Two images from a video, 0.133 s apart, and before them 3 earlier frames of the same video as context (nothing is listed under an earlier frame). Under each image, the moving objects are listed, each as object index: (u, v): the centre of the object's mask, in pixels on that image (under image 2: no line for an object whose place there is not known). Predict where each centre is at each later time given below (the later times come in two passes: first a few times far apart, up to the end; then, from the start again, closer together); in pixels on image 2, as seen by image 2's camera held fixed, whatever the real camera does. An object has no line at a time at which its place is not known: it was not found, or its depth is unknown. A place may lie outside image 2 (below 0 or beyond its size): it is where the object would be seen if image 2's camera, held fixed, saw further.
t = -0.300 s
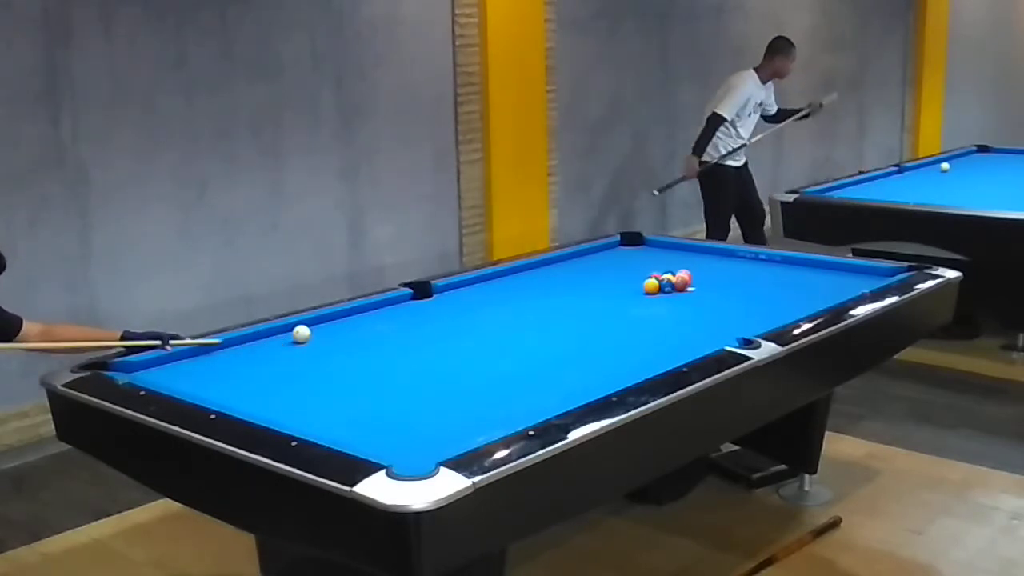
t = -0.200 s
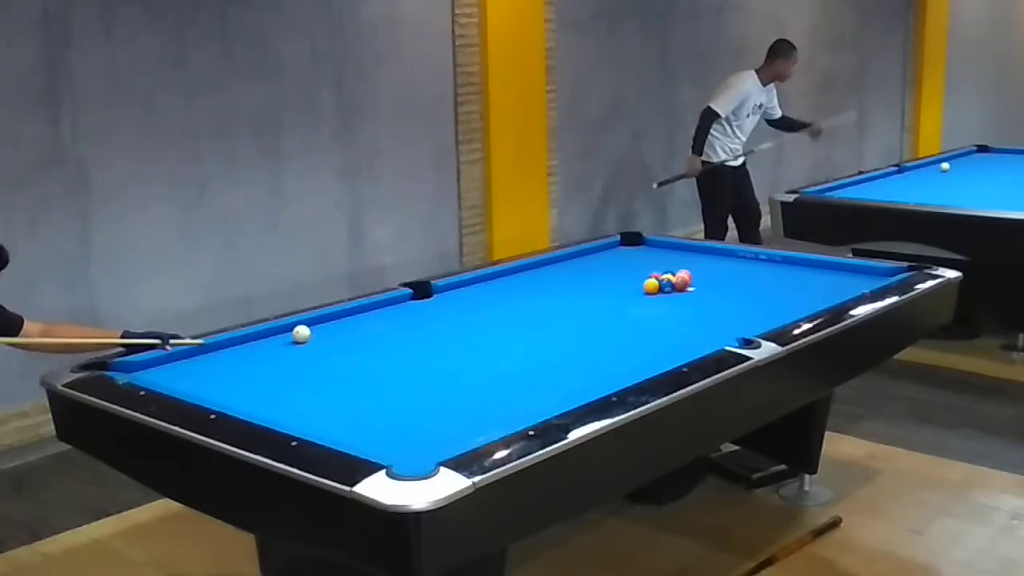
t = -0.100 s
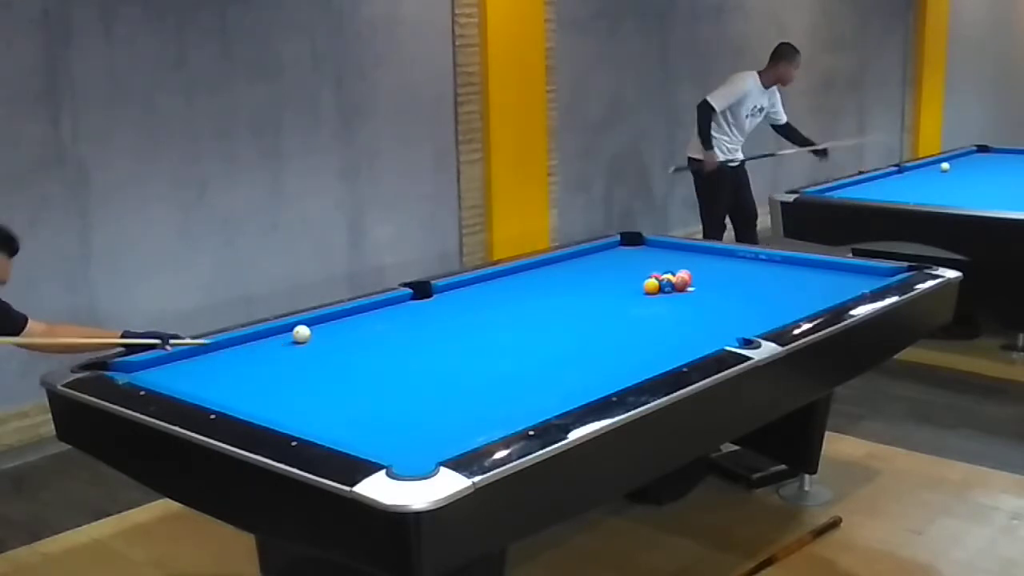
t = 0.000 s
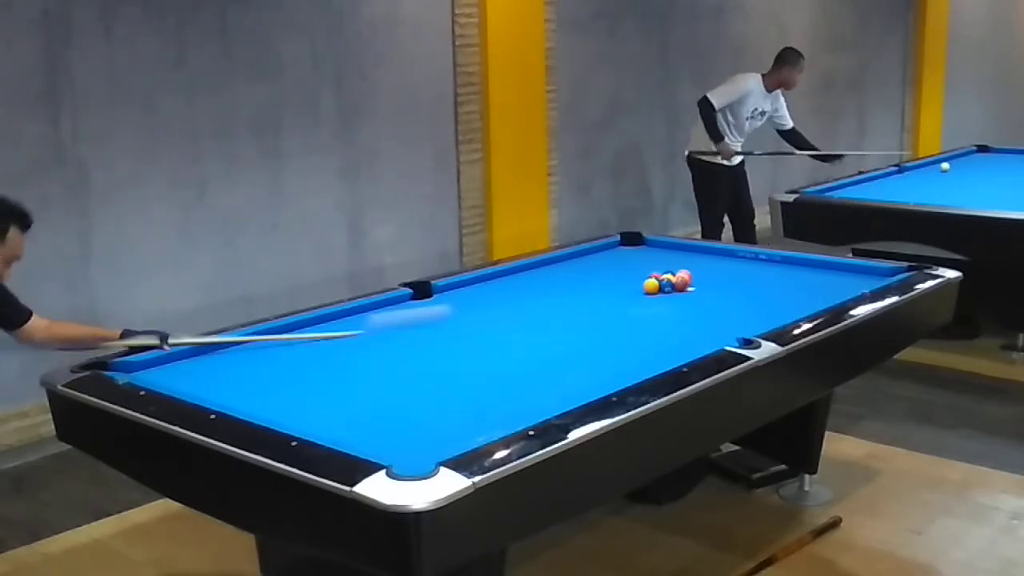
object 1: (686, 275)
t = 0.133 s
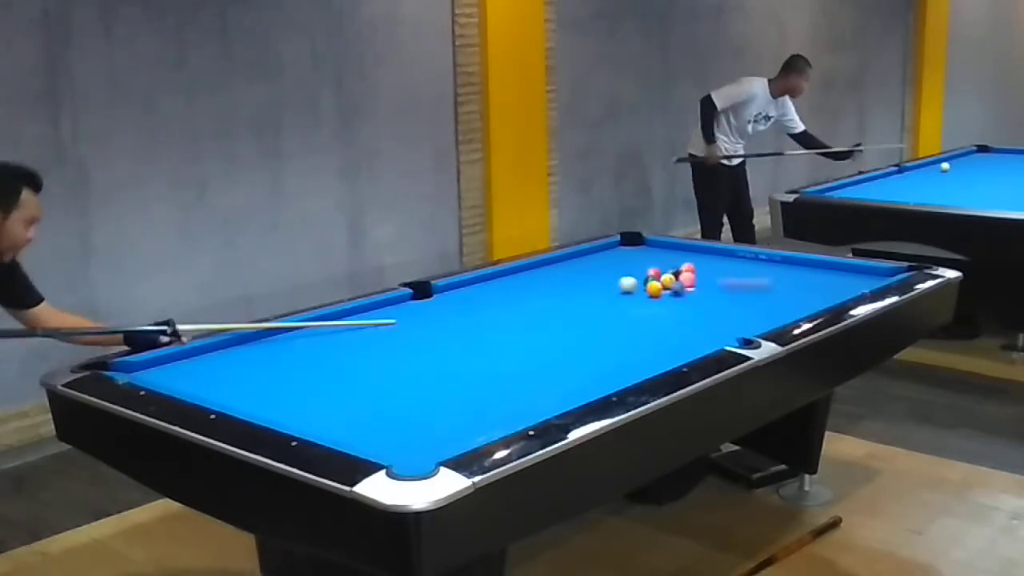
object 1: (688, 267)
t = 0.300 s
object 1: (698, 248)
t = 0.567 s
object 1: (617, 260)
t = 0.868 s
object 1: (534, 271)
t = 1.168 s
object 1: (469, 285)
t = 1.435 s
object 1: (431, 300)
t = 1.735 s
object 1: (384, 320)
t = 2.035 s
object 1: (332, 340)
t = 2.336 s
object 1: (274, 364)
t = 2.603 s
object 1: (215, 387)
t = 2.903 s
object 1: (245, 391)
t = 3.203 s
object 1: (306, 386)
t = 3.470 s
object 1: (355, 383)
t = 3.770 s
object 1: (408, 379)
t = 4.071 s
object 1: (457, 376)
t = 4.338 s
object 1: (499, 373)
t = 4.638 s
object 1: (542, 371)
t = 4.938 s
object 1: (583, 369)
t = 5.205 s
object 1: (617, 366)
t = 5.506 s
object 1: (652, 362)
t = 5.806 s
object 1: (665, 357)
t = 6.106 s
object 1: (667, 354)
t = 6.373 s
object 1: (668, 351)
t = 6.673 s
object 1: (669, 348)
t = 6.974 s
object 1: (670, 345)
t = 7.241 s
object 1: (672, 343)
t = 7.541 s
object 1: (673, 341)
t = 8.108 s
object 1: (670, 337)
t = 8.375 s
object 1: (674, 339)
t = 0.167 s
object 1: (691, 264)
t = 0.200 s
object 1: (694, 260)
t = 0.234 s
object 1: (696, 256)
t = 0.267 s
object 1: (699, 250)
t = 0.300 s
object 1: (698, 248)
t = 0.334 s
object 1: (686, 250)
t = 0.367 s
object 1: (675, 252)
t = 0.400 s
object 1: (665, 254)
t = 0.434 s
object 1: (654, 255)
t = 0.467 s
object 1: (644, 256)
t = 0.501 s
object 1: (635, 257)
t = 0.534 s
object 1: (626, 259)
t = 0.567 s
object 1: (617, 260)
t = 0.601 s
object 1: (608, 261)
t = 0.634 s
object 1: (599, 262)
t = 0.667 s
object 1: (590, 264)
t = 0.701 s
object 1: (580, 265)
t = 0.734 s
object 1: (572, 266)
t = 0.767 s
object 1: (563, 267)
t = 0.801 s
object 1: (553, 269)
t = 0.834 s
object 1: (544, 270)
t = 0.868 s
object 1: (534, 271)
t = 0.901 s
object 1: (524, 273)
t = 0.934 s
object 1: (515, 274)
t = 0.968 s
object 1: (506, 275)
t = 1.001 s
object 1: (496, 276)
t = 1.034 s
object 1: (487, 278)
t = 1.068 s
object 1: (483, 280)
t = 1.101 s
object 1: (478, 281)
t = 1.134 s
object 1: (474, 283)
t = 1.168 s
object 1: (469, 285)
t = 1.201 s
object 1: (465, 287)
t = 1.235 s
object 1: (460, 289)
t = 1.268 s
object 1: (456, 290)
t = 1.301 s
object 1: (451, 292)
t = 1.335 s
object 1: (446, 294)
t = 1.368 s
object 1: (441, 297)
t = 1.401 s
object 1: (436, 298)
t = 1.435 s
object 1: (431, 300)
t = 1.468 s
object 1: (426, 302)
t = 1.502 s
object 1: (421, 304)
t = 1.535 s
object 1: (416, 306)
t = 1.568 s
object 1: (411, 308)
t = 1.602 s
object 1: (405, 311)
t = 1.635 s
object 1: (401, 313)
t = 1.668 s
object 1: (395, 315)
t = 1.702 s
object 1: (390, 317)
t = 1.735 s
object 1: (384, 320)
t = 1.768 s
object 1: (379, 322)
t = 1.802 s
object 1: (373, 324)
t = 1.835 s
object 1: (368, 326)
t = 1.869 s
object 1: (361, 329)
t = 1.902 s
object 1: (356, 331)
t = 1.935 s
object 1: (350, 333)
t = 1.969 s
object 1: (344, 335)
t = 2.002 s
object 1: (338, 338)
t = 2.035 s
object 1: (332, 340)
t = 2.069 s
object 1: (326, 343)
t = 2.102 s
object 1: (319, 345)
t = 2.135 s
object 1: (313, 348)
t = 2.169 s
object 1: (307, 350)
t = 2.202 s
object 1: (300, 353)
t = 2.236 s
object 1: (294, 355)
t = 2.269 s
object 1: (287, 358)
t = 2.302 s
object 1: (280, 361)
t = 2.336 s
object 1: (274, 364)
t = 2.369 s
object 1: (267, 366)
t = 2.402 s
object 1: (259, 370)
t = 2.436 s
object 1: (252, 372)
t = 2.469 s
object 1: (245, 375)
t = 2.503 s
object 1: (238, 378)
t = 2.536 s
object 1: (231, 380)
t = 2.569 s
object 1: (223, 384)
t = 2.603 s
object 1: (215, 387)
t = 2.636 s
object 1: (208, 389)
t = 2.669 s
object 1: (200, 390)
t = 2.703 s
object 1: (202, 391)
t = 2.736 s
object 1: (211, 392)
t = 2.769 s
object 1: (218, 392)
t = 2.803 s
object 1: (225, 392)
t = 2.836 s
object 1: (232, 391)
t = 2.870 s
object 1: (238, 391)
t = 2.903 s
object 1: (245, 391)
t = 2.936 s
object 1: (252, 390)
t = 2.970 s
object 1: (259, 390)
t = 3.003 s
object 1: (266, 389)
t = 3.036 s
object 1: (273, 388)
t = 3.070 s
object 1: (279, 388)
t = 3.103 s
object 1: (286, 388)
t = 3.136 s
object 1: (292, 387)
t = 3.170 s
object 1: (299, 387)
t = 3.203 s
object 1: (306, 386)
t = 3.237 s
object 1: (312, 386)
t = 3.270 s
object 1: (318, 386)
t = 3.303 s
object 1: (324, 385)
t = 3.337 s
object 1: (331, 385)
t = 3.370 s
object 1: (337, 384)
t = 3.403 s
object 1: (343, 384)
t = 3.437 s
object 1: (349, 384)
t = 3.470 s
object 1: (355, 383)
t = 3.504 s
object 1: (361, 383)
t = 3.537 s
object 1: (367, 382)
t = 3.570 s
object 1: (373, 382)
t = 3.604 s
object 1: (379, 381)
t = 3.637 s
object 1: (385, 381)
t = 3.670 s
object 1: (391, 381)
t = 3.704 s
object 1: (396, 380)
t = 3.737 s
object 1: (402, 380)
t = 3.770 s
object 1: (408, 379)
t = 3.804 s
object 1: (413, 379)
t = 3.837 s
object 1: (419, 379)
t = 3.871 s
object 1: (425, 378)
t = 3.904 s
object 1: (430, 378)
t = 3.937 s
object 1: (436, 378)
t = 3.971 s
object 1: (441, 377)
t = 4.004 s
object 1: (446, 377)
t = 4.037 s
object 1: (452, 377)
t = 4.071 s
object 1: (457, 376)
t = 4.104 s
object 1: (462, 376)
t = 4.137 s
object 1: (468, 376)
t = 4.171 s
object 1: (473, 375)
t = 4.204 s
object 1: (478, 375)
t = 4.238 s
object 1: (484, 374)
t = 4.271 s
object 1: (489, 374)
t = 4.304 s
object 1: (493, 374)
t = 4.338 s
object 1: (499, 373)
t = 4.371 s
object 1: (504, 373)
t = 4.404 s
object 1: (509, 373)
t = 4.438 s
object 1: (514, 372)
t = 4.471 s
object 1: (518, 373)
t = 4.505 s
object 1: (523, 372)
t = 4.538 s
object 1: (528, 372)
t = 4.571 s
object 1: (533, 371)
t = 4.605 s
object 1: (538, 371)
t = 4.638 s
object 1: (542, 371)
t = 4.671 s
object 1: (547, 371)
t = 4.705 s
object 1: (552, 371)
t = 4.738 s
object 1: (556, 370)
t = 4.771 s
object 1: (561, 370)
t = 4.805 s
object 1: (565, 370)
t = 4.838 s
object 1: (570, 369)
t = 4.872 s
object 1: (574, 369)
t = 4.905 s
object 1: (578, 369)
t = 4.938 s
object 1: (583, 369)
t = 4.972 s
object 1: (587, 368)
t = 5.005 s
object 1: (592, 368)
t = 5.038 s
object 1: (596, 368)
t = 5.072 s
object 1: (600, 368)
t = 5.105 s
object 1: (605, 367)
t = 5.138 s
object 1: (609, 367)
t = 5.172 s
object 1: (613, 367)
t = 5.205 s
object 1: (617, 366)
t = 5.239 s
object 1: (621, 366)
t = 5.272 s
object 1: (625, 366)
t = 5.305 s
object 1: (629, 365)
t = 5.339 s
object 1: (633, 365)
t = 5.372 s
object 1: (637, 364)
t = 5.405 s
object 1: (641, 364)
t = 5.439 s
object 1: (644, 363)
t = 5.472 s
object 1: (648, 363)
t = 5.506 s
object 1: (652, 362)
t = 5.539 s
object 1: (656, 361)
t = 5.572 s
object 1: (659, 361)
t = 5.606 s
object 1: (662, 360)
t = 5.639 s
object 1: (664, 360)
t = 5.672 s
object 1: (664, 359)
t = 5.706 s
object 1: (665, 359)
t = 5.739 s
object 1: (665, 358)
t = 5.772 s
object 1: (665, 358)
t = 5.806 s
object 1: (665, 357)
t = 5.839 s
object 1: (666, 357)
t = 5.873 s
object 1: (666, 357)
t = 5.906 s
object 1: (666, 356)
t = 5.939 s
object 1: (666, 356)
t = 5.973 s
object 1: (666, 355)
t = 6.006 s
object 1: (666, 355)
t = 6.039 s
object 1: (667, 355)
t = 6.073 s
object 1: (666, 354)
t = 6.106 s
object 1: (667, 354)
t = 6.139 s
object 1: (667, 354)
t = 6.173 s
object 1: (667, 353)
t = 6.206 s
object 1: (667, 353)
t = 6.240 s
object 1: (667, 353)
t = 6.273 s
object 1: (667, 352)
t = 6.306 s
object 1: (668, 352)
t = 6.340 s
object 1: (668, 351)
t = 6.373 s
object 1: (668, 351)
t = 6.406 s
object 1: (668, 351)
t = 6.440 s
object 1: (668, 350)
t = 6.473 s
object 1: (668, 350)
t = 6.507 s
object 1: (668, 350)
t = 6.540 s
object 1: (669, 349)
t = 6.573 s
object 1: (669, 349)
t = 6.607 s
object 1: (669, 348)
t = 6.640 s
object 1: (669, 348)
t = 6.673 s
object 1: (669, 348)
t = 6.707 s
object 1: (669, 347)
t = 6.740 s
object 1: (669, 347)
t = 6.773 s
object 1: (670, 347)
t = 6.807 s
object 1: (670, 346)
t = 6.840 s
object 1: (670, 346)
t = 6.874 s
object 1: (670, 346)
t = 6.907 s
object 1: (670, 345)
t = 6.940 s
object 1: (670, 345)
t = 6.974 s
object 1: (670, 345)
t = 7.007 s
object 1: (671, 344)
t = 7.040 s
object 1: (671, 344)
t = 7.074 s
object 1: (671, 344)
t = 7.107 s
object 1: (671, 344)
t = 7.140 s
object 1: (671, 343)
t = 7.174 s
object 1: (671, 343)
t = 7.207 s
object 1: (672, 343)
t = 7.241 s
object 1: (672, 343)
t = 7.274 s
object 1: (672, 342)
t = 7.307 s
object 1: (672, 342)
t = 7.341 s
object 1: (672, 342)
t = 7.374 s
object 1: (672, 342)
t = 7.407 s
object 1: (672, 342)
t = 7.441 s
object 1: (672, 341)
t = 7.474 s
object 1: (672, 341)
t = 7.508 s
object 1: (672, 341)
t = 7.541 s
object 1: (673, 341)
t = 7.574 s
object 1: (672, 341)
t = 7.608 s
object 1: (673, 341)
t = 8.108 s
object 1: (670, 337)
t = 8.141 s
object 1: (673, 338)
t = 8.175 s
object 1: (674, 339)
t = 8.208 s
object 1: (674, 339)
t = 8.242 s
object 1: (674, 339)
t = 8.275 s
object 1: (674, 339)
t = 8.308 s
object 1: (674, 339)
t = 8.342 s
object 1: (674, 339)
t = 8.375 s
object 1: (674, 339)
